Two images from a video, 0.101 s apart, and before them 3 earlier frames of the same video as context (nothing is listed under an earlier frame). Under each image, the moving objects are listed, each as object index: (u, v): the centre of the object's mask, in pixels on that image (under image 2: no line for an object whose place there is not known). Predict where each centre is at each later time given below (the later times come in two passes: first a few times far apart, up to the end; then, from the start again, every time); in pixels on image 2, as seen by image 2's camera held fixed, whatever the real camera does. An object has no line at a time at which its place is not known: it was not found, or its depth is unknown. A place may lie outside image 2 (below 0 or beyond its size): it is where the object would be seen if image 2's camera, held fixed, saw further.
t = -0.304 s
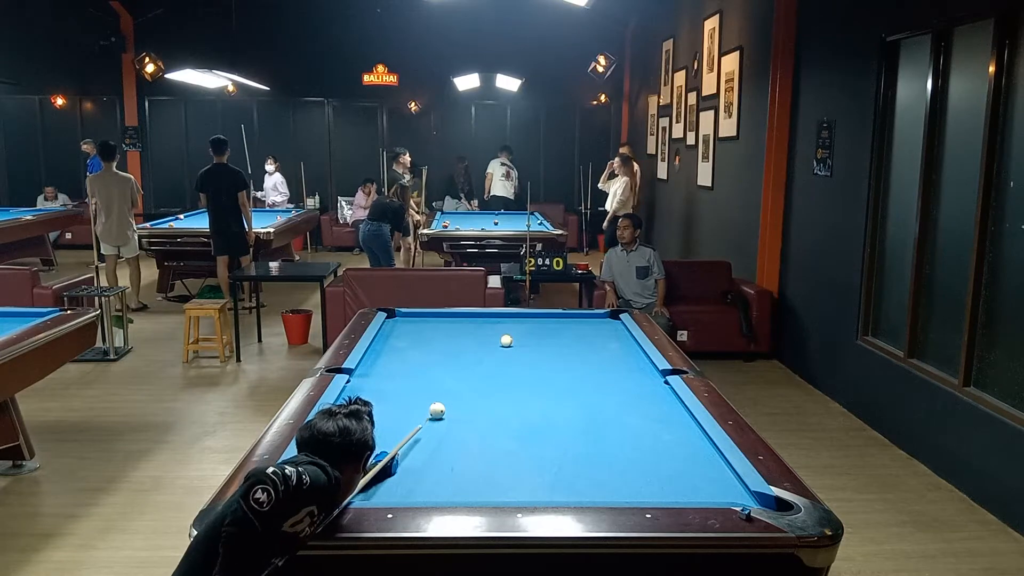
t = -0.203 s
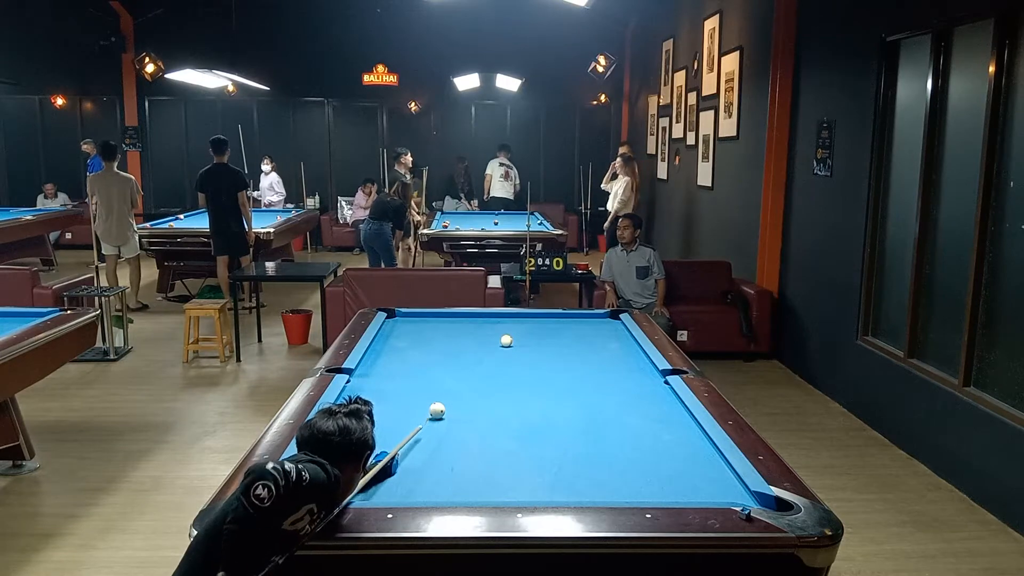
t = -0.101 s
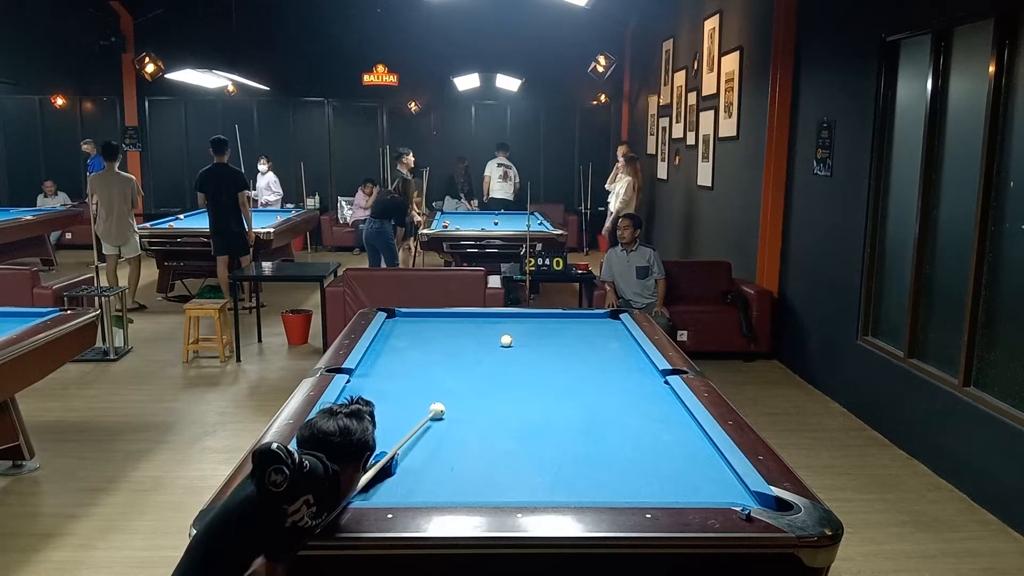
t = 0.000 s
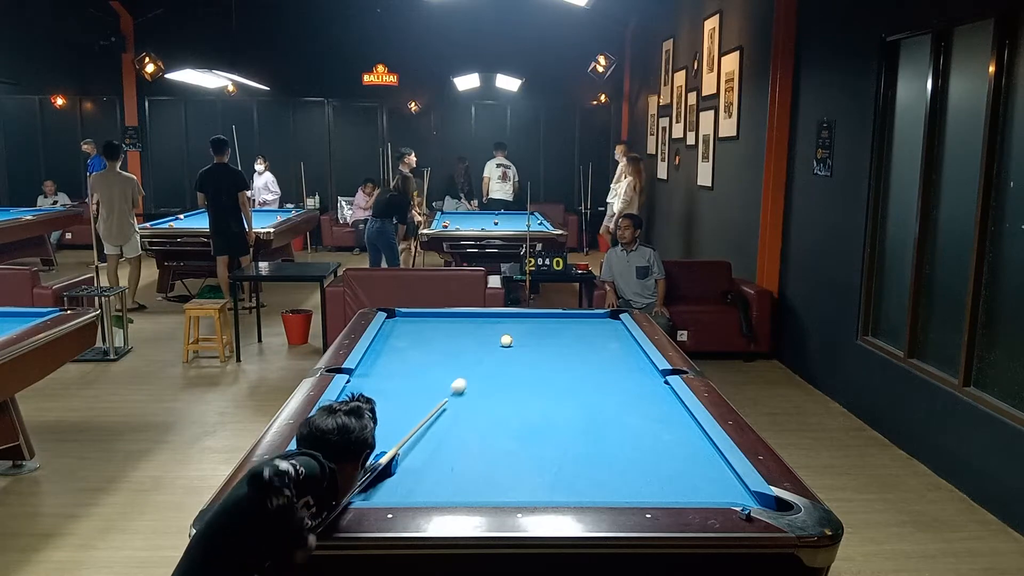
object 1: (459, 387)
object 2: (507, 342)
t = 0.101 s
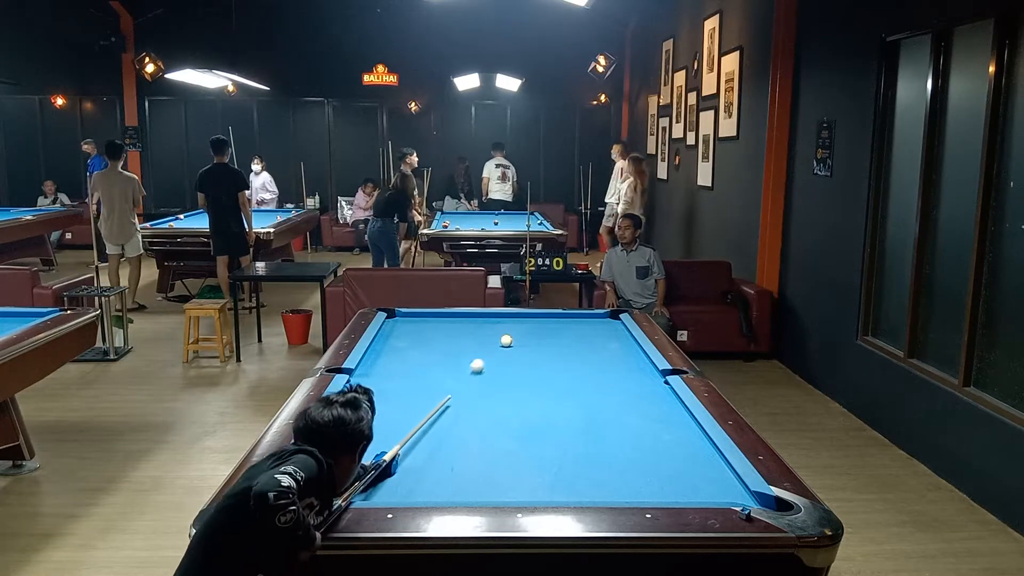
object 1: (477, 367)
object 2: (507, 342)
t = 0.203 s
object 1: (492, 350)
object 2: (506, 341)
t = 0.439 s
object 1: (467, 334)
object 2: (554, 328)
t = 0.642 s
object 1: (447, 322)
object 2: (591, 318)
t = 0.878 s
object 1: (427, 316)
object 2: (612, 319)
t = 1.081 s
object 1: (413, 321)
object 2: (602, 324)
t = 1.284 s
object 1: (399, 326)
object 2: (592, 329)
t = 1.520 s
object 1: (384, 331)
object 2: (580, 335)
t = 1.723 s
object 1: (386, 335)
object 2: (569, 340)
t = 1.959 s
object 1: (392, 340)
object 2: (557, 346)
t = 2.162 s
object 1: (396, 345)
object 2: (545, 352)
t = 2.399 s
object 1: (401, 350)
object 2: (532, 358)
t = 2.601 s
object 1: (405, 353)
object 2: (521, 364)
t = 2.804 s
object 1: (409, 357)
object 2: (509, 370)
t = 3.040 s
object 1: (414, 362)
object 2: (495, 376)
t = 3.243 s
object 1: (418, 366)
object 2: (482, 382)
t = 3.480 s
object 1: (422, 370)
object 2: (468, 390)
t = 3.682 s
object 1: (426, 374)
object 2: (455, 396)
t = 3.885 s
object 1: (430, 377)
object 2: (442, 402)
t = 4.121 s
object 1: (434, 381)
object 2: (428, 410)
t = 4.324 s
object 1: (438, 384)
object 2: (414, 417)
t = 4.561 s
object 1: (441, 388)
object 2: (399, 424)
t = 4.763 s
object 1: (444, 391)
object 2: (386, 430)
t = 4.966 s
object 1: (446, 394)
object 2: (373, 436)
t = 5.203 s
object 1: (448, 397)
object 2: (358, 444)
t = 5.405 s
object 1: (450, 399)
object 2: (346, 450)
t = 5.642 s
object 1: (452, 401)
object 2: (331, 457)
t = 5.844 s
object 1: (454, 403)
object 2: (319, 463)
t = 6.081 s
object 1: (455, 404)
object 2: (305, 469)
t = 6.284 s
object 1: (456, 406)
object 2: (305, 473)
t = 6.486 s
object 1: (456, 406)
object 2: (307, 476)
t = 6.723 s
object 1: (457, 407)
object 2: (310, 479)
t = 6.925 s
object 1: (458, 407)
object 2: (312, 482)
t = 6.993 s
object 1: (458, 407)
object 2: (315, 482)
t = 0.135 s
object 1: (483, 360)
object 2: (506, 341)
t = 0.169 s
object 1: (487, 355)
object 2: (506, 341)
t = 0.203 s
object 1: (492, 350)
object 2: (506, 341)
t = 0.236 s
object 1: (496, 345)
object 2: (506, 341)
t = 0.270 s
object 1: (495, 342)
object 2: (511, 339)
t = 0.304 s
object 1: (488, 340)
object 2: (521, 337)
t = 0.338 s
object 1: (483, 338)
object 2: (530, 334)
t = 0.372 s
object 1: (477, 337)
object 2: (539, 332)
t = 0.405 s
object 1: (472, 335)
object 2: (547, 330)
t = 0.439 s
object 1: (467, 334)
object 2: (554, 328)
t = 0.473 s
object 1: (463, 331)
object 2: (561, 326)
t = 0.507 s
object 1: (460, 330)
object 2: (568, 324)
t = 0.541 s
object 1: (456, 328)
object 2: (574, 322)
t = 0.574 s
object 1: (453, 326)
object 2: (580, 321)
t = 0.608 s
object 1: (450, 324)
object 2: (585, 319)
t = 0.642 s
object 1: (447, 322)
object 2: (591, 318)
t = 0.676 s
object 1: (443, 320)
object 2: (596, 316)
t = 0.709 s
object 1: (440, 318)
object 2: (601, 315)
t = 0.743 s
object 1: (438, 317)
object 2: (606, 316)
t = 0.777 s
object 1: (435, 315)
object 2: (609, 317)
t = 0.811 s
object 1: (432, 315)
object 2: (614, 318)
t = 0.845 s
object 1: (430, 315)
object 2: (613, 318)
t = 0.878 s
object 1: (427, 316)
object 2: (612, 319)
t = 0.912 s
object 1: (425, 317)
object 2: (610, 320)
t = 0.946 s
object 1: (423, 318)
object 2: (608, 321)
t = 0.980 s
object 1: (420, 319)
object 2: (607, 322)
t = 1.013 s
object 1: (418, 319)
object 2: (605, 322)
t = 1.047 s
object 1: (416, 320)
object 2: (604, 323)
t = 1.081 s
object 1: (413, 321)
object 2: (602, 324)
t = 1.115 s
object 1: (411, 322)
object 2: (600, 325)
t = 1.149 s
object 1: (409, 322)
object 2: (598, 326)
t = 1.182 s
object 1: (406, 323)
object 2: (597, 326)
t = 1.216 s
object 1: (404, 324)
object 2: (595, 327)
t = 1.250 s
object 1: (402, 325)
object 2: (593, 328)
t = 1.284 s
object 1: (399, 326)
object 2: (592, 329)
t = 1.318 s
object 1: (397, 326)
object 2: (590, 330)
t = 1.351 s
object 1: (394, 327)
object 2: (588, 330)
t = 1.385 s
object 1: (392, 328)
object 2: (587, 331)
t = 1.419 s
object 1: (389, 329)
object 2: (585, 332)
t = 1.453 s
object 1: (387, 330)
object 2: (583, 333)
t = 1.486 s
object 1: (385, 331)
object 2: (581, 334)
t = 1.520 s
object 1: (384, 331)
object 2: (580, 335)
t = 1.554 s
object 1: (384, 332)
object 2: (578, 336)
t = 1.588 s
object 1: (385, 333)
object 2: (576, 336)
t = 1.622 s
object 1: (386, 333)
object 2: (575, 337)
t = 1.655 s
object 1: (386, 334)
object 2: (573, 338)
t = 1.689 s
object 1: (386, 335)
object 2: (571, 339)
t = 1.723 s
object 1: (386, 335)
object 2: (569, 340)
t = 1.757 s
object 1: (386, 335)
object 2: (568, 341)
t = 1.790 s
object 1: (392, 337)
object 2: (566, 342)
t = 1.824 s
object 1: (390, 338)
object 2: (564, 342)
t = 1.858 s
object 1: (390, 338)
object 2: (562, 344)
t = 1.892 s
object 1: (391, 339)
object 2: (560, 344)
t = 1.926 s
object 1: (391, 339)
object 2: (558, 345)
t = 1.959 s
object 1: (392, 340)
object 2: (557, 346)
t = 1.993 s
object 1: (393, 341)
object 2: (555, 347)
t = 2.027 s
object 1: (393, 342)
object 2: (553, 348)
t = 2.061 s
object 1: (394, 342)
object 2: (551, 349)
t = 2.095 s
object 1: (395, 343)
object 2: (549, 350)
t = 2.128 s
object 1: (395, 344)
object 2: (547, 351)
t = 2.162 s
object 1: (396, 345)
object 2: (545, 352)
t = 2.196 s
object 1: (397, 345)
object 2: (544, 352)
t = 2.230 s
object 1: (398, 346)
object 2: (542, 353)
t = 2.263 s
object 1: (398, 347)
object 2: (540, 354)
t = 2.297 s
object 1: (399, 347)
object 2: (538, 355)
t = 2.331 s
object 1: (399, 348)
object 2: (536, 356)
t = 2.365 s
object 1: (400, 349)
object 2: (534, 357)
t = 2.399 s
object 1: (401, 350)
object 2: (532, 358)
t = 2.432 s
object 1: (401, 350)
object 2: (530, 359)
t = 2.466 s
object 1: (402, 351)
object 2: (528, 360)
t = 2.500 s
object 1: (403, 351)
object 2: (526, 361)
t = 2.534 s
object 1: (404, 352)
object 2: (524, 362)
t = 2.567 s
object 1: (404, 353)
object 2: (523, 363)
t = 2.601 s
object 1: (405, 353)
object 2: (521, 364)
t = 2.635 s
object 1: (406, 354)
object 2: (519, 365)
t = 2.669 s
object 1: (406, 355)
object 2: (517, 366)
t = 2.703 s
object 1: (407, 355)
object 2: (515, 367)
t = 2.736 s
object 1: (408, 356)
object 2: (513, 368)
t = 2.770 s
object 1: (408, 356)
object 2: (511, 369)
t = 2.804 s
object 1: (409, 357)
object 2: (509, 370)
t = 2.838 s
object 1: (410, 358)
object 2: (507, 371)
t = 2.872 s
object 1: (410, 359)
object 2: (505, 371)
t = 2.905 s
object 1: (411, 359)
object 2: (503, 372)
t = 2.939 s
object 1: (412, 360)
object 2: (501, 373)
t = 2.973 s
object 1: (413, 360)
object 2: (498, 375)
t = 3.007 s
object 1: (413, 361)
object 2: (497, 375)
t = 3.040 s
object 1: (414, 362)
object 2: (495, 376)
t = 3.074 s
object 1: (415, 362)
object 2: (493, 377)
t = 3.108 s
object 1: (415, 363)
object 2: (491, 378)
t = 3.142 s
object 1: (416, 364)
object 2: (489, 379)
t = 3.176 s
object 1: (417, 365)
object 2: (487, 380)
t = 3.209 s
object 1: (417, 365)
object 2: (485, 382)
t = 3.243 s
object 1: (418, 366)
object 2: (482, 382)
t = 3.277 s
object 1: (418, 366)
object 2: (481, 384)
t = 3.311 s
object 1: (419, 367)
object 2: (478, 385)
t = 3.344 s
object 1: (420, 368)
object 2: (476, 386)
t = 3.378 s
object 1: (421, 368)
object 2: (474, 387)
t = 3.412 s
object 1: (421, 369)
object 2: (472, 388)
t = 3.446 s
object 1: (422, 370)
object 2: (470, 389)
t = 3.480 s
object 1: (422, 370)
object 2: (468, 390)
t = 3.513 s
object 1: (423, 371)
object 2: (466, 391)
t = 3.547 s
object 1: (424, 371)
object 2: (464, 392)
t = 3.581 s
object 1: (424, 372)
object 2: (462, 393)
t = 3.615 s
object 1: (425, 373)
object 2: (459, 394)
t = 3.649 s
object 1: (426, 373)
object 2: (457, 395)
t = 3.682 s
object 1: (426, 374)
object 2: (455, 396)
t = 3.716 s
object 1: (427, 374)
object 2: (453, 397)
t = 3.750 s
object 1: (428, 375)
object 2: (451, 398)
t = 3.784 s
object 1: (428, 376)
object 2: (449, 399)
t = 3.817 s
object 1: (429, 376)
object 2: (447, 400)
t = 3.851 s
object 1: (430, 377)
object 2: (445, 401)
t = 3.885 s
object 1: (430, 377)
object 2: (442, 402)
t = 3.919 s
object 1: (431, 378)
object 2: (440, 404)
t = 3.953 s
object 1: (431, 378)
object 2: (438, 405)
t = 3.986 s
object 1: (432, 379)
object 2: (436, 406)
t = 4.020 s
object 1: (432, 379)
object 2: (434, 406)
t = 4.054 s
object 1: (433, 380)
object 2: (432, 408)
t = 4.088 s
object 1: (434, 381)
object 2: (430, 409)
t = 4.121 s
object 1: (434, 381)
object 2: (428, 410)
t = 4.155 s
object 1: (435, 382)
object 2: (425, 411)
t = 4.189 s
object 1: (435, 383)
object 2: (423, 412)
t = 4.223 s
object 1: (436, 383)
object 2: (421, 413)
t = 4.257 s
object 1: (436, 384)
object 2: (419, 414)
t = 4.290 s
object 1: (437, 384)
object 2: (417, 415)
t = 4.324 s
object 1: (438, 384)
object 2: (414, 417)
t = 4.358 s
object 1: (438, 385)
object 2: (412, 417)
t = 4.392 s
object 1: (439, 386)
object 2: (410, 419)
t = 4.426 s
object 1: (439, 386)
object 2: (408, 420)
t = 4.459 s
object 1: (440, 387)
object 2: (406, 421)
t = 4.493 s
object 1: (440, 387)
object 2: (404, 422)
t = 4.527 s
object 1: (441, 388)
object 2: (401, 423)
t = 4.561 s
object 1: (441, 388)
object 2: (399, 424)
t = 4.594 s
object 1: (442, 389)
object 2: (397, 425)
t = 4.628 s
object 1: (442, 389)
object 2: (395, 426)
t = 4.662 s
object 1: (442, 390)
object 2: (393, 427)
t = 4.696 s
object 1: (443, 390)
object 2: (391, 428)
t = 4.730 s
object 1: (443, 390)
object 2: (388, 429)
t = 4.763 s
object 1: (444, 391)
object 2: (386, 430)
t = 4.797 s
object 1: (444, 392)
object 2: (384, 431)
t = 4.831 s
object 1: (445, 392)
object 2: (382, 432)
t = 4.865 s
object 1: (445, 392)
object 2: (380, 433)
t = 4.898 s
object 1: (445, 393)
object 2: (377, 434)
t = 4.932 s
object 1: (446, 393)
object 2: (375, 435)
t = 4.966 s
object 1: (446, 394)
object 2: (373, 436)
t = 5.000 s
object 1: (446, 394)
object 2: (371, 438)
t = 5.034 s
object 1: (447, 395)
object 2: (369, 438)
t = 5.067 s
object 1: (447, 395)
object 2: (367, 440)
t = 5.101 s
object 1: (447, 396)
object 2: (365, 440)
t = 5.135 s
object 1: (448, 396)
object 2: (362, 442)
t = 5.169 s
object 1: (448, 396)
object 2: (360, 443)
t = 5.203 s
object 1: (448, 397)
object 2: (358, 444)
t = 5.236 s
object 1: (449, 397)
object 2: (356, 445)
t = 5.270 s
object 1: (449, 397)
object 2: (354, 446)
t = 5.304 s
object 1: (449, 398)
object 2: (352, 447)
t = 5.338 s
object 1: (450, 398)
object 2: (350, 448)
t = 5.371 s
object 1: (450, 399)
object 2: (348, 449)
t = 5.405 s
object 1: (450, 399)
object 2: (346, 450)
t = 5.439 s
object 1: (451, 399)
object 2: (343, 451)
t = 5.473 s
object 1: (451, 400)
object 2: (341, 452)
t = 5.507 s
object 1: (451, 400)
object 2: (339, 453)
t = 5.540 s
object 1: (451, 401)
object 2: (337, 454)
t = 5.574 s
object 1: (452, 401)
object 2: (335, 455)
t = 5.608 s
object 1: (452, 401)
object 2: (333, 456)
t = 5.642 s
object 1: (452, 401)
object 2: (331, 457)
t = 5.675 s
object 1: (452, 402)
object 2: (329, 458)
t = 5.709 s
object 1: (453, 402)
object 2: (327, 459)
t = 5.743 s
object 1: (453, 402)
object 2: (325, 460)
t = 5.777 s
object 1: (453, 403)
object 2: (323, 461)
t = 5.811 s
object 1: (453, 403)
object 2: (321, 462)
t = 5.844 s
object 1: (454, 403)
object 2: (319, 463)
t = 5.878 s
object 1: (454, 403)
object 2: (317, 464)
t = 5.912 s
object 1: (454, 403)
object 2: (315, 465)
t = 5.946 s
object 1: (454, 404)
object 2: (313, 466)
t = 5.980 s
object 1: (454, 404)
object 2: (311, 467)
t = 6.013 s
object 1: (455, 404)
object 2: (309, 468)
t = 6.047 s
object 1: (455, 404)
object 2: (307, 469)
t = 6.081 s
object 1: (455, 404)
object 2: (305, 469)
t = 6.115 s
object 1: (455, 405)
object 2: (304, 470)
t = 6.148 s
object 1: (455, 405)
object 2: (304, 471)
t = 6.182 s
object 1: (455, 405)
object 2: (304, 471)
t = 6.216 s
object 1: (455, 405)
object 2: (304, 472)
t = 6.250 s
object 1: (456, 405)
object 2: (305, 473)
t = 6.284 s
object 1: (456, 406)
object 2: (305, 473)
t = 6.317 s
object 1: (456, 406)
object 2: (306, 474)
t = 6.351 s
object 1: (456, 406)
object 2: (306, 474)
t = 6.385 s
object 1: (456, 406)
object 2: (306, 475)
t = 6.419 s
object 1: (456, 406)
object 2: (307, 475)
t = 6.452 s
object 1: (456, 406)
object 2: (307, 476)
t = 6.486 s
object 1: (456, 406)
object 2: (307, 476)
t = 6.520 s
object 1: (457, 406)
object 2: (308, 477)
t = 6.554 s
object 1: (457, 407)
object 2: (308, 477)
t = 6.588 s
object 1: (457, 407)
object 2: (309, 478)
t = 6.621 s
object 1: (457, 407)
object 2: (309, 478)
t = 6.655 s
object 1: (457, 407)
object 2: (309, 479)
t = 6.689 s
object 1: (457, 407)
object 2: (310, 479)
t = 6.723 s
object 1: (457, 407)
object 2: (310, 479)
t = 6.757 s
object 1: (457, 407)
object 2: (310, 480)
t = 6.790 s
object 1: (457, 407)
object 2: (310, 480)
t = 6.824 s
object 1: (457, 407)
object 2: (311, 481)
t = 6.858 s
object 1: (457, 407)
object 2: (311, 481)
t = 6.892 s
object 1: (458, 407)
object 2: (312, 481)
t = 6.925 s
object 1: (458, 407)
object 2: (312, 482)
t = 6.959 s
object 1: (458, 407)
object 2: (312, 482)
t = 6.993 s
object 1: (458, 407)
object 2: (315, 482)
